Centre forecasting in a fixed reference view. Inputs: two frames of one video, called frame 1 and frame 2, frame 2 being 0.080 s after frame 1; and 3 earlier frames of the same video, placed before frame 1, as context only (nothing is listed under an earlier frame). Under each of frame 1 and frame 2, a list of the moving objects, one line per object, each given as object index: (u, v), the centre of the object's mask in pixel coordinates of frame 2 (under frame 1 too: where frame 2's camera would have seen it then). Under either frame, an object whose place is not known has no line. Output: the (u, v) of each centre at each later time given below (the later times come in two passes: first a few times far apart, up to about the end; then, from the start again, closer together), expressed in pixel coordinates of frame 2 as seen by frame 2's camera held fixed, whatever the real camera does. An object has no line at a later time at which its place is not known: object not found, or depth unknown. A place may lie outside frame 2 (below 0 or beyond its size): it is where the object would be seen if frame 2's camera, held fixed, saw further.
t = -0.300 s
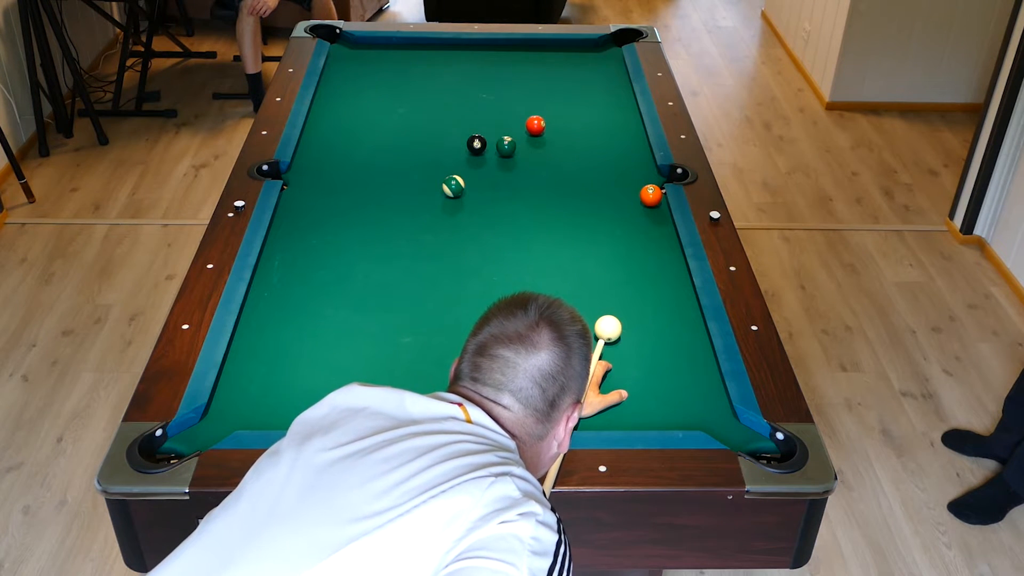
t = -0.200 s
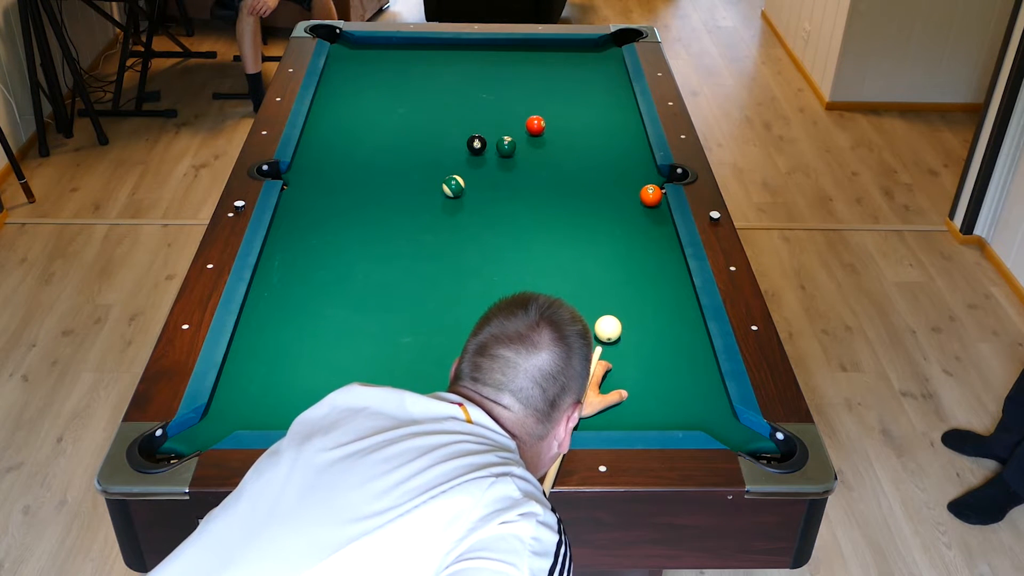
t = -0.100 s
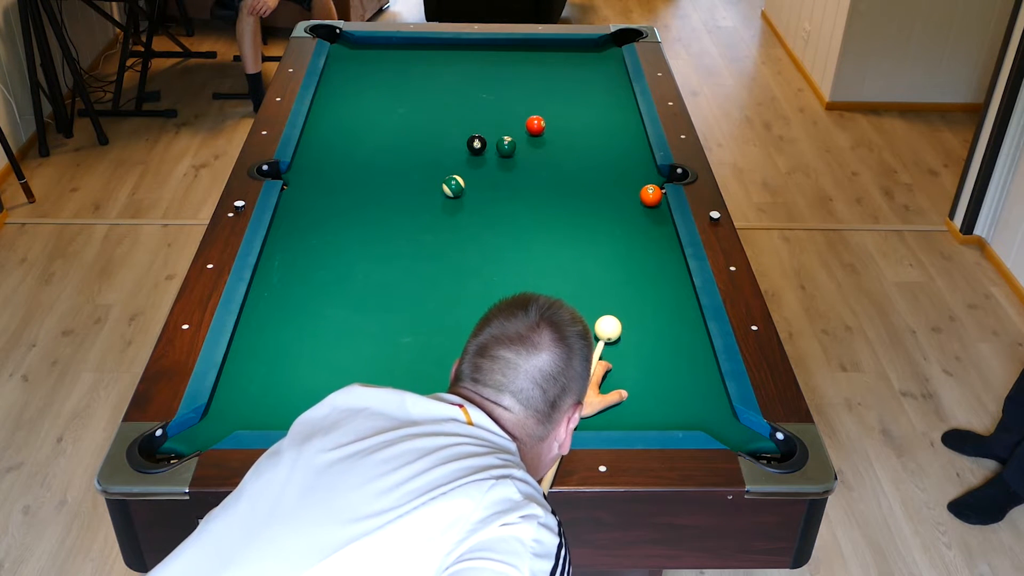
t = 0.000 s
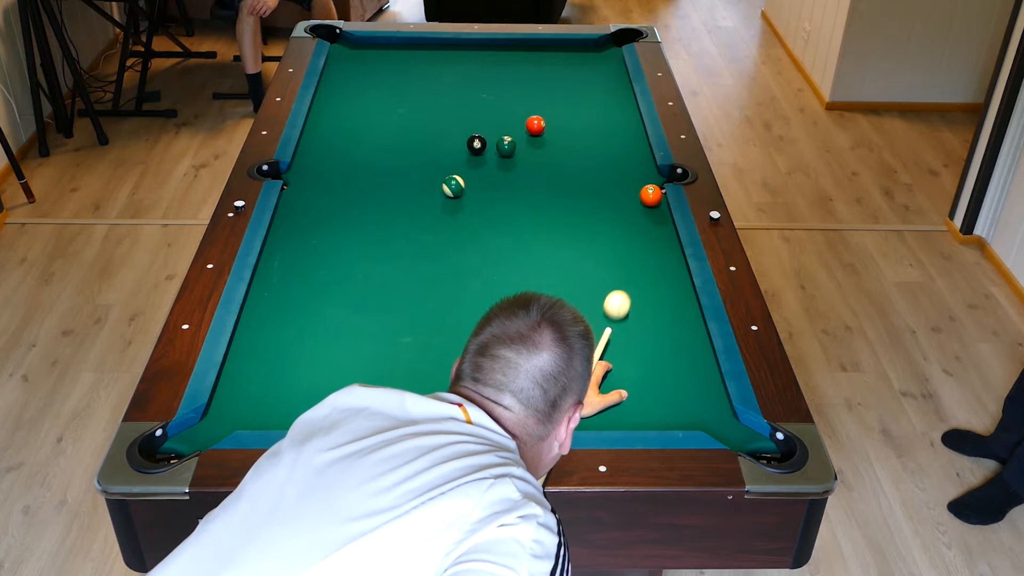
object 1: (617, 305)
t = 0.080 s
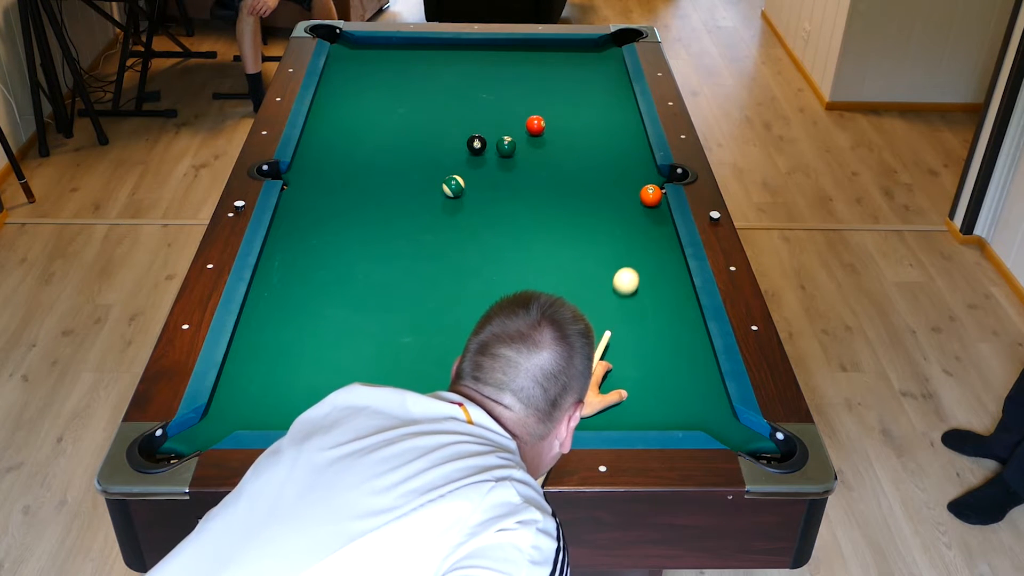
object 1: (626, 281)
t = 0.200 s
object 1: (637, 252)
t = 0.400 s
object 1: (654, 209)
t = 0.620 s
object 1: (644, 201)
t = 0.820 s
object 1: (629, 194)
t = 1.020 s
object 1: (615, 188)
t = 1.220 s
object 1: (603, 182)
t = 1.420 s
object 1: (591, 178)
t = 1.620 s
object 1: (581, 173)
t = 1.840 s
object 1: (570, 169)
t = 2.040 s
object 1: (562, 165)
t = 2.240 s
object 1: (554, 163)
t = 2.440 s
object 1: (548, 160)
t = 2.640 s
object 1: (543, 158)
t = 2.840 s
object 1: (538, 156)
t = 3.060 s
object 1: (534, 154)
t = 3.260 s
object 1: (531, 153)
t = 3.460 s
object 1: (530, 153)
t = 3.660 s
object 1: (528, 153)
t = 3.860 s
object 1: (529, 153)
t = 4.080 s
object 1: (529, 153)
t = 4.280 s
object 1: (529, 153)
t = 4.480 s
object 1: (529, 153)
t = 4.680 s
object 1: (529, 153)
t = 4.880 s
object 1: (529, 153)
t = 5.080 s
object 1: (527, 147)
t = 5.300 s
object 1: (529, 151)
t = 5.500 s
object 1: (529, 153)
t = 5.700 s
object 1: (529, 153)
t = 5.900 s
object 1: (529, 153)
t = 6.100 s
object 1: (529, 153)
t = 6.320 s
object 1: (529, 153)
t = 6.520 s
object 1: (529, 153)
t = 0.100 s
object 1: (628, 276)
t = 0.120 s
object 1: (630, 271)
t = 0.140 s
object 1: (632, 266)
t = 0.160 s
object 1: (633, 261)
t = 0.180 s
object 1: (635, 256)
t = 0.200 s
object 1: (637, 252)
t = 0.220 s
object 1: (639, 247)
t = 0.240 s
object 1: (641, 243)
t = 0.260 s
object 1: (642, 238)
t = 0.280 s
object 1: (644, 234)
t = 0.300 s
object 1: (646, 229)
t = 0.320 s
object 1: (647, 225)
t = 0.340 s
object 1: (649, 221)
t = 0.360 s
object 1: (651, 217)
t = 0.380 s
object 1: (652, 213)
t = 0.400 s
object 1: (654, 209)
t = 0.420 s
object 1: (656, 206)
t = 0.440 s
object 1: (658, 206)
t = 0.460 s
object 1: (657, 206)
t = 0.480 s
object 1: (655, 206)
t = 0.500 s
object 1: (653, 205)
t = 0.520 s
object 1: (652, 205)
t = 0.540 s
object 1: (650, 204)
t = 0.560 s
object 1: (648, 204)
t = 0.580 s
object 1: (647, 203)
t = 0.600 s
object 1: (645, 202)
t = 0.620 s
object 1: (644, 201)
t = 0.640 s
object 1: (642, 201)
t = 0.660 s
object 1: (641, 200)
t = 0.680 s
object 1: (639, 199)
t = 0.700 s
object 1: (637, 198)
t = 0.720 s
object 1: (636, 198)
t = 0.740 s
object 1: (634, 197)
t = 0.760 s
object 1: (633, 196)
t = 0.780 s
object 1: (632, 196)
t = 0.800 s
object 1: (630, 195)
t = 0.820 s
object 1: (629, 194)
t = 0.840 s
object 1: (627, 194)
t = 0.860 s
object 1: (626, 193)
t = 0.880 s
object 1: (624, 192)
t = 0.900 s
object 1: (623, 192)
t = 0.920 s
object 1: (622, 191)
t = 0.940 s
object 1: (620, 191)
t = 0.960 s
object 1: (619, 190)
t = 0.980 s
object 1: (618, 189)
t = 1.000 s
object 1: (616, 189)
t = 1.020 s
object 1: (615, 188)
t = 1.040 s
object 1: (614, 188)
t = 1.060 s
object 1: (612, 187)
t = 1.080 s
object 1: (611, 186)
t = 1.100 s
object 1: (610, 186)
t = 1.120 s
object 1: (608, 185)
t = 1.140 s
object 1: (607, 185)
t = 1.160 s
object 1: (606, 184)
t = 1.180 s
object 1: (605, 184)
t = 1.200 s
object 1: (604, 183)
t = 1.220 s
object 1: (603, 182)
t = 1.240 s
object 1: (601, 182)
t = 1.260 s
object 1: (600, 182)
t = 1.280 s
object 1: (599, 181)
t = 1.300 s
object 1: (598, 181)
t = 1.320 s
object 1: (597, 180)
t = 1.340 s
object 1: (595, 180)
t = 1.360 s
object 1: (594, 179)
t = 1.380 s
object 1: (593, 179)
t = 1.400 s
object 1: (592, 178)
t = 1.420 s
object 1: (591, 178)
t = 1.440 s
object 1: (590, 177)
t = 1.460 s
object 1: (589, 177)
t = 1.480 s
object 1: (588, 176)
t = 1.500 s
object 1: (587, 176)
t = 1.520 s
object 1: (586, 175)
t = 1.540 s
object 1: (585, 175)
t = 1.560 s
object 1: (584, 174)
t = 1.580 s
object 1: (583, 174)
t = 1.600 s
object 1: (582, 174)
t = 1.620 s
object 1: (581, 173)
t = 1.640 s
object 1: (580, 173)
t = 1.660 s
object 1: (579, 172)
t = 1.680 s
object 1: (578, 172)
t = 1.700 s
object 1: (577, 171)
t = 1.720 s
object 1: (576, 171)
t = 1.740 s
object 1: (575, 171)
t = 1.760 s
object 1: (574, 170)
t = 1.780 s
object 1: (573, 170)
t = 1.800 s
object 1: (572, 170)
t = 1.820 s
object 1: (571, 169)
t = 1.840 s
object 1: (570, 169)
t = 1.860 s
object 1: (569, 169)
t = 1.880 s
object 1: (568, 168)
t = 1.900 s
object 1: (568, 168)
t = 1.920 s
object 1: (567, 167)
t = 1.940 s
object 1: (566, 167)
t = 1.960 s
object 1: (565, 167)
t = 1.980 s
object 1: (564, 167)
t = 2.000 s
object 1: (563, 166)
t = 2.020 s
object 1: (563, 166)
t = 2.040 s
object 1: (562, 165)
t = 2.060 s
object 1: (561, 165)
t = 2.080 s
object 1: (560, 165)
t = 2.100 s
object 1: (559, 165)
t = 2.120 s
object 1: (559, 164)
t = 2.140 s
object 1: (558, 164)
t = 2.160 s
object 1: (557, 164)
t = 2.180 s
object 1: (557, 163)
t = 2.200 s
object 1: (556, 163)
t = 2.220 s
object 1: (555, 163)
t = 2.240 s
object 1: (554, 163)
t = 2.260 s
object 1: (554, 162)
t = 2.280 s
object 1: (553, 162)
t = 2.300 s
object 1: (552, 162)
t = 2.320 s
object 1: (552, 161)
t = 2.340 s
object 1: (551, 161)
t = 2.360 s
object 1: (551, 161)
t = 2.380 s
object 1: (550, 161)
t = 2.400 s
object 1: (549, 160)
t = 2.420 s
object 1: (549, 160)
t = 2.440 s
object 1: (548, 160)
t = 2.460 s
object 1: (547, 160)
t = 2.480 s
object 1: (547, 159)
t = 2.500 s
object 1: (546, 159)
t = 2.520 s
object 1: (546, 159)
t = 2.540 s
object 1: (545, 159)
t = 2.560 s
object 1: (545, 159)
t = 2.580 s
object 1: (544, 158)
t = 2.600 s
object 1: (544, 158)
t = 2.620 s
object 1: (543, 158)
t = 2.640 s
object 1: (543, 158)
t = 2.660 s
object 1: (542, 158)
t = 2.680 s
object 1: (542, 157)
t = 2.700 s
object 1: (541, 157)
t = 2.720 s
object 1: (541, 157)
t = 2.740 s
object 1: (540, 157)
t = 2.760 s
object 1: (540, 157)
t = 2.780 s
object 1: (539, 156)
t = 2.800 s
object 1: (539, 156)
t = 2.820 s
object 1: (539, 156)
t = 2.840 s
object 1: (538, 156)
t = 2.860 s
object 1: (538, 156)
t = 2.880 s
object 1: (537, 156)
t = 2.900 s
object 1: (537, 156)
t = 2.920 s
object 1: (537, 155)
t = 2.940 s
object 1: (536, 155)
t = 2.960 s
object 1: (536, 155)
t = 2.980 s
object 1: (536, 155)
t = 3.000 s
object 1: (535, 155)
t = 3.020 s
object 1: (535, 155)
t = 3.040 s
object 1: (534, 155)
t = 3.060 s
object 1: (534, 154)
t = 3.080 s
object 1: (534, 154)
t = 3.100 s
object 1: (534, 154)
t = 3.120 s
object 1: (533, 154)
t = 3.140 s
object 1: (533, 154)
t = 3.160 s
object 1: (533, 154)
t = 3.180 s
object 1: (532, 154)
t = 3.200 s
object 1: (532, 154)
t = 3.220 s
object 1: (532, 154)
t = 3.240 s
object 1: (532, 154)
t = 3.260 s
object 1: (531, 153)
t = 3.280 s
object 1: (531, 153)
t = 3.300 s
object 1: (531, 153)
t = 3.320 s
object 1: (531, 153)
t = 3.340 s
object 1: (531, 153)
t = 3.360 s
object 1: (530, 153)
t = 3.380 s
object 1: (530, 153)
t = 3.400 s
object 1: (530, 153)
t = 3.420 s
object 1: (530, 153)
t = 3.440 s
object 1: (530, 153)
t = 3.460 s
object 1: (530, 153)
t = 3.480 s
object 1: (530, 153)
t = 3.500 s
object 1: (529, 153)
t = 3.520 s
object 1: (529, 153)
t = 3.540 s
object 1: (529, 153)
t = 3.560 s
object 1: (529, 153)
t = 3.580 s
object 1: (529, 153)
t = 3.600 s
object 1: (529, 153)
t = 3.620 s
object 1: (529, 153)
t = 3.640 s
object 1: (528, 153)
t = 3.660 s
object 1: (528, 153)
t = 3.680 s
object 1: (528, 153)
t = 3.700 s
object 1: (528, 153)
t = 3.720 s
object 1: (528, 153)
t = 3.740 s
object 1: (528, 153)
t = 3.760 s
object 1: (528, 153)
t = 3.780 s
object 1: (528, 153)
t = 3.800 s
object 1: (528, 153)
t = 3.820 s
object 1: (528, 153)
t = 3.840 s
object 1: (528, 153)
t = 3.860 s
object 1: (529, 153)
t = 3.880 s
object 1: (529, 153)
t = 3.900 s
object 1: (529, 153)
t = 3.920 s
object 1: (529, 153)
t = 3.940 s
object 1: (529, 153)
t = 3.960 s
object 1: (529, 153)
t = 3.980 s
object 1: (529, 153)
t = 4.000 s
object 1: (529, 153)
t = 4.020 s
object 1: (529, 153)
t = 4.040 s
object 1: (529, 153)
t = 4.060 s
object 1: (529, 153)
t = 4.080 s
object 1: (529, 153)
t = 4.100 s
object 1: (529, 153)
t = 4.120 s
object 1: (529, 153)
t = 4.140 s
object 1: (529, 153)
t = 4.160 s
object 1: (529, 153)
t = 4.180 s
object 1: (529, 153)
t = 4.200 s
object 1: (529, 153)
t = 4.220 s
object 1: (529, 153)
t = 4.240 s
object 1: (529, 153)
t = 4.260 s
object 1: (529, 153)
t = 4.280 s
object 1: (529, 153)
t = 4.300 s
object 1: (529, 153)
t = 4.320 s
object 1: (529, 153)
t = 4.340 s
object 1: (529, 153)
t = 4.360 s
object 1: (529, 153)
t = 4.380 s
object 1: (529, 153)
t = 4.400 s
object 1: (529, 153)
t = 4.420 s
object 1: (529, 153)
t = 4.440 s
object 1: (529, 153)
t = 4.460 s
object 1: (529, 153)
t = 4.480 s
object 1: (529, 153)
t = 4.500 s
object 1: (529, 153)
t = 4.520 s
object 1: (529, 153)
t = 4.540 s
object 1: (529, 153)
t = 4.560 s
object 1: (529, 153)
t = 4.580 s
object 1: (529, 153)
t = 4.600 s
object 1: (529, 153)
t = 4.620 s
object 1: (529, 153)
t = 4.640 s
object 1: (529, 153)
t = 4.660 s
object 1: (529, 153)
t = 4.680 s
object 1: (529, 153)
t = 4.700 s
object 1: (529, 153)
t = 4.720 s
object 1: (529, 153)
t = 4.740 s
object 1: (529, 153)
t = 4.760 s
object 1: (529, 153)
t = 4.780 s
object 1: (529, 153)
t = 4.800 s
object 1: (529, 153)
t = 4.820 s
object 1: (529, 153)
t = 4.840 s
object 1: (529, 153)
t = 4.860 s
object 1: (529, 153)
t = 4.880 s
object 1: (529, 153)
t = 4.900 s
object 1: (529, 152)
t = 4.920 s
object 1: (529, 153)
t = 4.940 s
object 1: (529, 153)
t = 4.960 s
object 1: (529, 153)
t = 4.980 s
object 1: (529, 153)
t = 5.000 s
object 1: (529, 153)
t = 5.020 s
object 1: (529, 153)
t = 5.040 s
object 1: (528, 152)
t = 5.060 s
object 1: (527, 148)
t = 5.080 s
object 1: (527, 147)
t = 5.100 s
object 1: (529, 151)
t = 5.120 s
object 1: (529, 153)
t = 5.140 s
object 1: (529, 153)
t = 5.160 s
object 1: (529, 153)
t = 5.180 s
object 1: (529, 153)
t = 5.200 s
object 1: (528, 151)
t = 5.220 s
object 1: (529, 146)
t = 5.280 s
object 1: (529, 147)
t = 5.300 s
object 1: (529, 151)
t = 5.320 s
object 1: (529, 153)
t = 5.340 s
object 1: (529, 153)
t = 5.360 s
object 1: (529, 153)
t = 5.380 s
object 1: (528, 151)
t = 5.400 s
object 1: (528, 149)
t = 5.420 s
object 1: (528, 149)
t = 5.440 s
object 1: (529, 151)
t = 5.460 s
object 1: (529, 153)
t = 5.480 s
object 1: (529, 153)
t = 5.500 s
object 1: (529, 153)
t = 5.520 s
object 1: (529, 153)
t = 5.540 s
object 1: (529, 153)
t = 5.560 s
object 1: (529, 153)
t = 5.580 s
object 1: (529, 153)
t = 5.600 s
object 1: (529, 153)
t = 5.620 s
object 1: (529, 153)
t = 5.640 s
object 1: (529, 153)
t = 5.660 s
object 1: (529, 153)
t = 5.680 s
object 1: (529, 153)
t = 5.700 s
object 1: (529, 153)
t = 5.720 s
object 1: (529, 153)
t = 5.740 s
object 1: (529, 153)
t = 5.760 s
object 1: (529, 153)
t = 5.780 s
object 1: (529, 153)
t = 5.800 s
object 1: (529, 153)
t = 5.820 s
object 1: (529, 153)
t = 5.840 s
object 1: (529, 153)
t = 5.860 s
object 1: (529, 153)
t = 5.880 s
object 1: (529, 153)
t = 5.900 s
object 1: (529, 153)
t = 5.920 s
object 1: (529, 153)
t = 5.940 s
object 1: (529, 153)
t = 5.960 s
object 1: (529, 153)
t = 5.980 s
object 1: (529, 153)
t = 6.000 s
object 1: (529, 153)
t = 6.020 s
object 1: (529, 153)
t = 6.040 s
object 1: (529, 153)
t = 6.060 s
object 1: (529, 153)
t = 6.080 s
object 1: (529, 153)
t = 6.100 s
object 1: (529, 153)
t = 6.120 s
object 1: (529, 153)
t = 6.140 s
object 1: (529, 153)
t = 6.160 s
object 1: (529, 153)
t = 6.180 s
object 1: (529, 153)
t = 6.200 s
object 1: (529, 153)
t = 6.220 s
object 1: (529, 153)
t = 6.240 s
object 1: (529, 153)
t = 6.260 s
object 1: (529, 153)
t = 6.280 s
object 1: (529, 153)
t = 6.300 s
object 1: (529, 153)
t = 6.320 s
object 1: (529, 153)
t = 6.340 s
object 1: (529, 153)
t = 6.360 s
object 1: (529, 153)
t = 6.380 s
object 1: (529, 153)
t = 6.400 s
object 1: (529, 153)
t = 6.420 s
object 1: (529, 153)
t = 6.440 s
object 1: (529, 152)
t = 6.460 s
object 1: (533, 152)
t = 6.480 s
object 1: (526, 152)
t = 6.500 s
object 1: (529, 152)
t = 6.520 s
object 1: (529, 153)
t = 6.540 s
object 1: (529, 153)
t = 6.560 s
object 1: (532, 152)
